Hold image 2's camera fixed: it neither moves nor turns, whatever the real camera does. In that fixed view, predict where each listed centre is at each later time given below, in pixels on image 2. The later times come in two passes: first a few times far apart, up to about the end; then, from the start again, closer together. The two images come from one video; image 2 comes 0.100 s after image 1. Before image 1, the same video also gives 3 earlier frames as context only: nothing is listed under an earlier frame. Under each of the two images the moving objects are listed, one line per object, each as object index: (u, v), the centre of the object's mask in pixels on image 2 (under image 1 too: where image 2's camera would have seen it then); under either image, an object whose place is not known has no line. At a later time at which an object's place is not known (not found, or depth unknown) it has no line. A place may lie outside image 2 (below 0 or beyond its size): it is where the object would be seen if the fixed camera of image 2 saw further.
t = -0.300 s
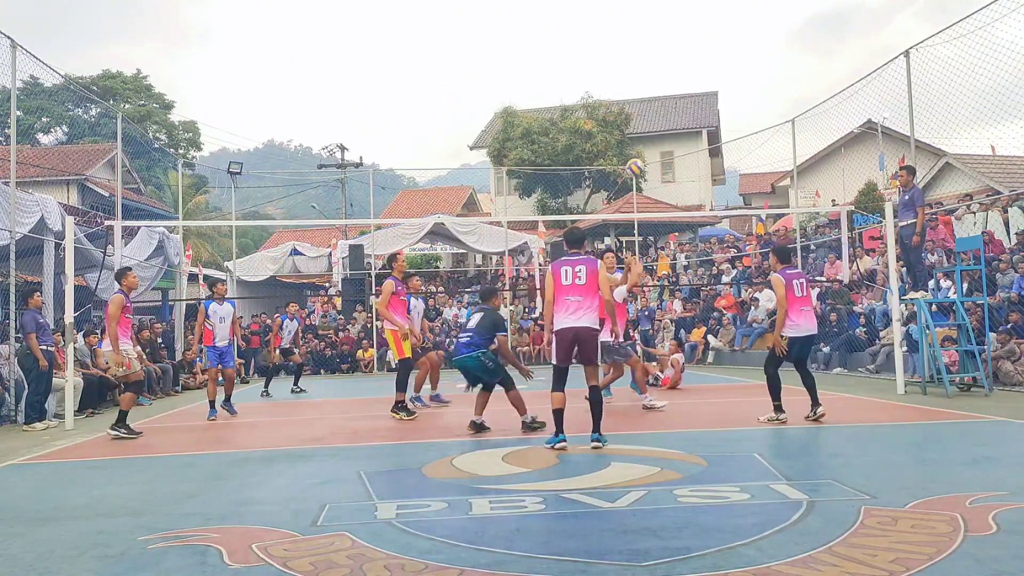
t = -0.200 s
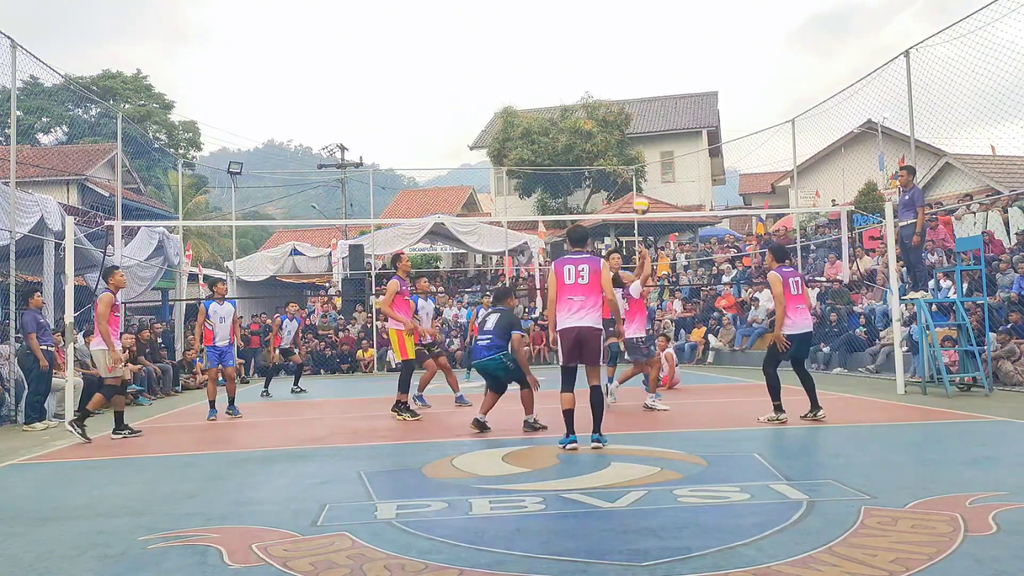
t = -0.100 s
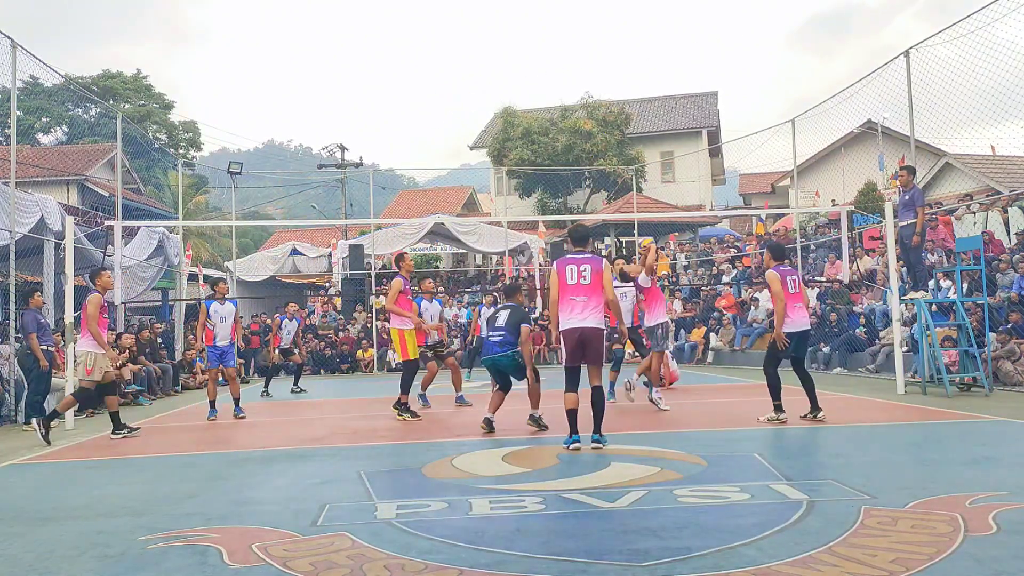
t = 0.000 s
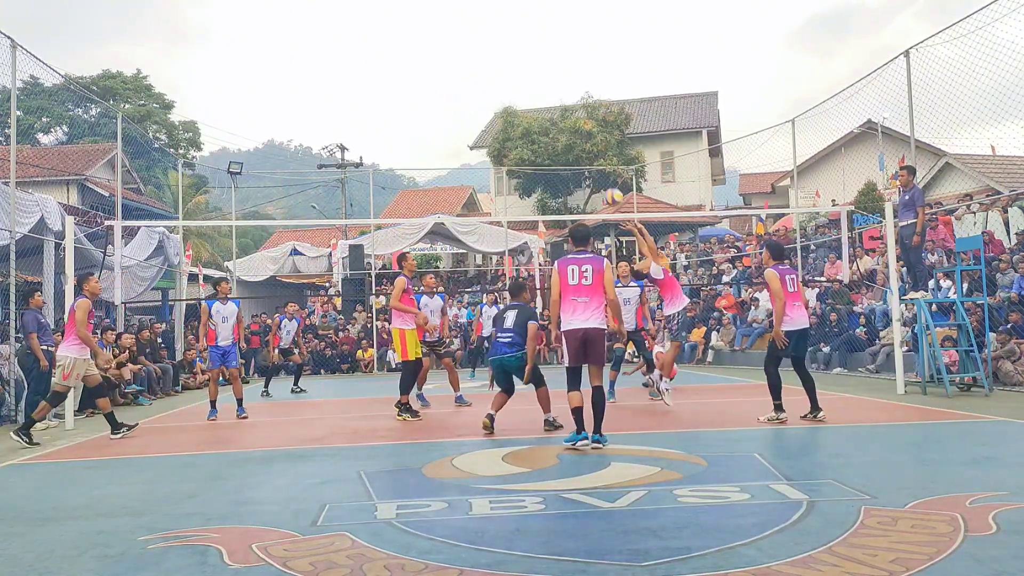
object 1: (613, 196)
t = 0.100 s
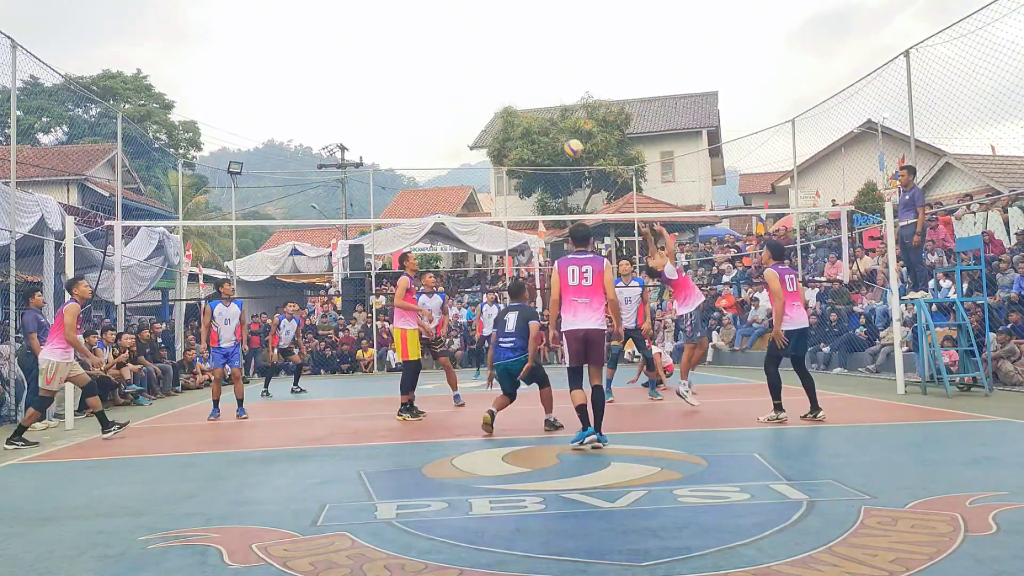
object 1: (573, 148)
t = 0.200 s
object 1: (534, 108)
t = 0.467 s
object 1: (433, 41)
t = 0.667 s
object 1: (358, 31)
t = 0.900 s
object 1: (273, 66)
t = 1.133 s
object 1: (189, 153)
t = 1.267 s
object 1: (153, 206)
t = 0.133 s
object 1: (560, 134)
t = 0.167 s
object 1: (546, 120)
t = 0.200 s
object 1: (534, 108)
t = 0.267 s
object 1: (508, 86)
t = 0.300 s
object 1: (495, 76)
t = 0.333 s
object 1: (483, 67)
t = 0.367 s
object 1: (470, 59)
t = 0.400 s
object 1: (458, 52)
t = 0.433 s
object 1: (445, 46)
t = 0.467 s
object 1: (433, 41)
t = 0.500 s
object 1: (420, 36)
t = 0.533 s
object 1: (408, 33)
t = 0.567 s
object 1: (395, 32)
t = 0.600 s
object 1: (383, 30)
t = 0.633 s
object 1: (371, 30)
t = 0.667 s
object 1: (358, 31)
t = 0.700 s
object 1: (346, 33)
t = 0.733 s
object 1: (334, 36)
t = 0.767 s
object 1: (321, 40)
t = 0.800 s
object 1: (309, 45)
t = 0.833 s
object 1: (297, 51)
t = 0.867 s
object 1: (285, 58)
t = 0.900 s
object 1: (273, 66)
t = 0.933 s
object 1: (261, 76)
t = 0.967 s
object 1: (249, 86)
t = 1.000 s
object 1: (237, 97)
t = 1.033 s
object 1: (225, 109)
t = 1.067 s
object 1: (213, 123)
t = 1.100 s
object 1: (201, 138)
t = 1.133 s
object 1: (189, 153)
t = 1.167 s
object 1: (177, 169)
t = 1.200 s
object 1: (165, 187)
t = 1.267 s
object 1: (153, 206)
